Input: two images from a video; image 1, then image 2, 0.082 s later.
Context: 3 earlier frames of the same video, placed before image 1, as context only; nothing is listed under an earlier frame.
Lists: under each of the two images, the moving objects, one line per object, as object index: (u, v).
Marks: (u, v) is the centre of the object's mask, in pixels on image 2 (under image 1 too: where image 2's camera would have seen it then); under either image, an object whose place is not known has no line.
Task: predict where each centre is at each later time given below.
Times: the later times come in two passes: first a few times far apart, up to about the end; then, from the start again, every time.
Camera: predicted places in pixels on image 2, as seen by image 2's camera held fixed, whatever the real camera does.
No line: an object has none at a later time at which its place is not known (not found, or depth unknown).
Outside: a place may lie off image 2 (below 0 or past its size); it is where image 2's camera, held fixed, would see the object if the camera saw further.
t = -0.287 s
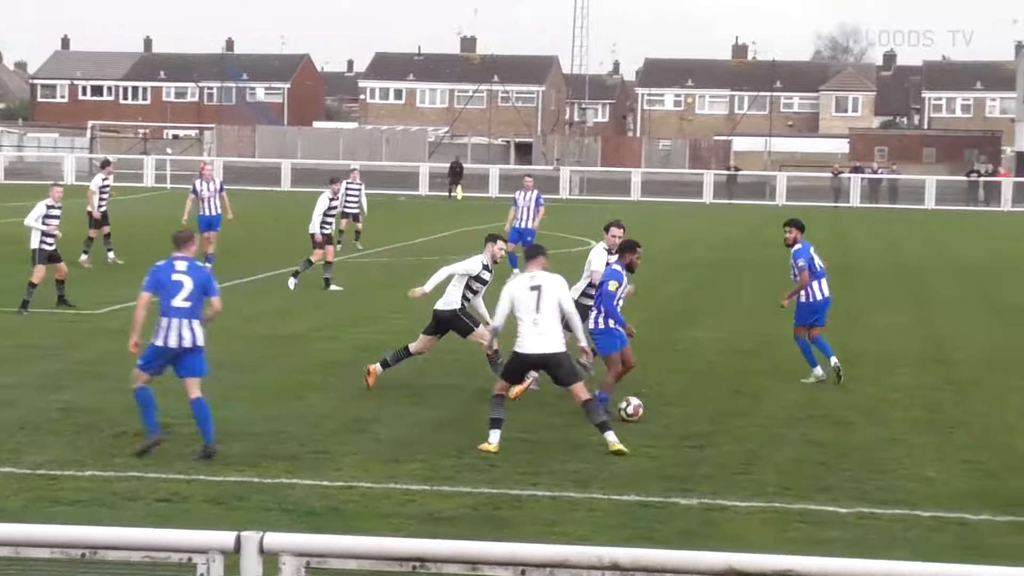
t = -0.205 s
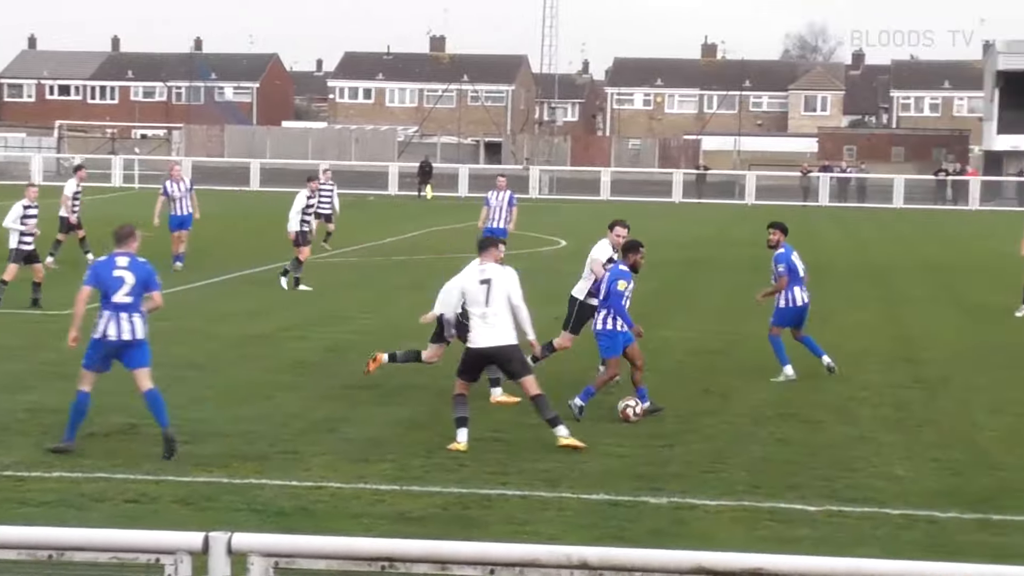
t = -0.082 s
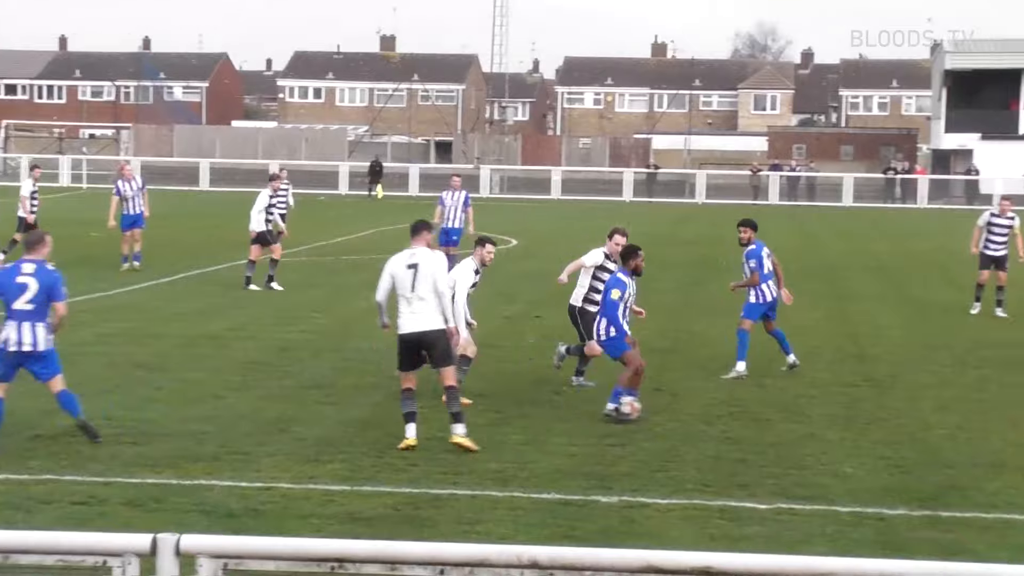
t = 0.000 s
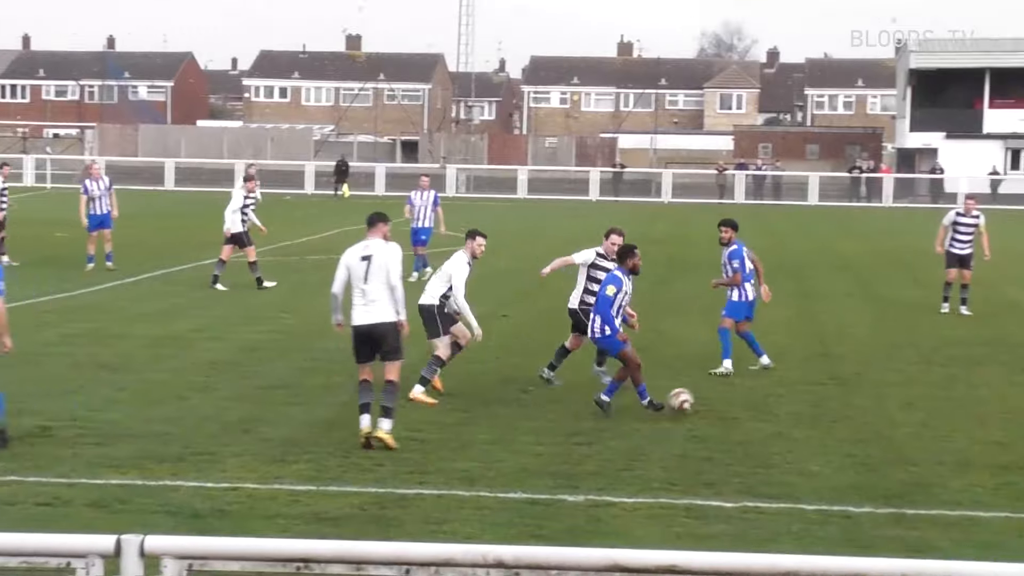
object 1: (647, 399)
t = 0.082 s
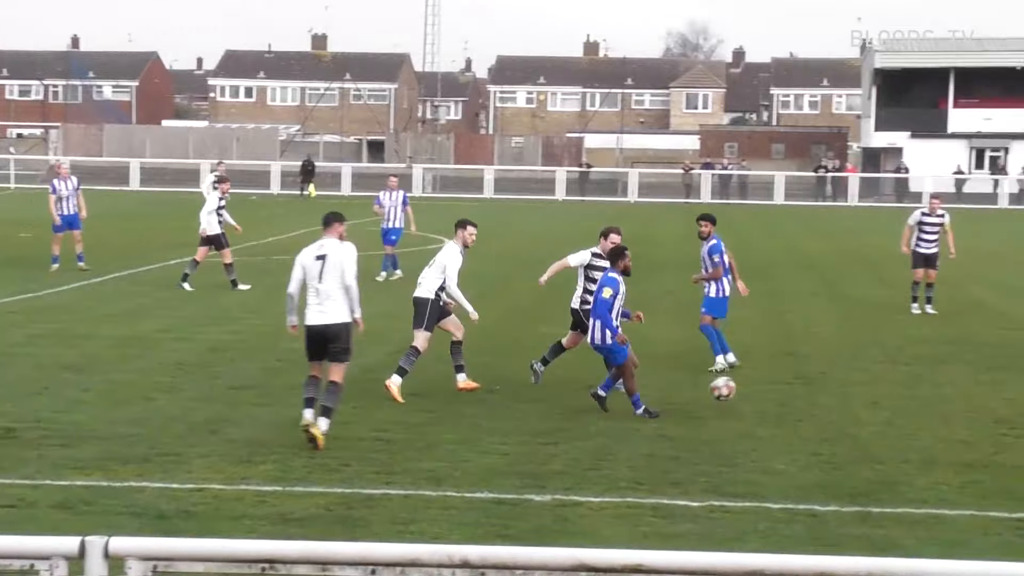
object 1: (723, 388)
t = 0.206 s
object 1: (832, 386)
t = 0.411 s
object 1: (985, 380)
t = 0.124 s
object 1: (760, 385)
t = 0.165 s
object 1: (796, 385)
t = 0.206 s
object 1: (832, 386)
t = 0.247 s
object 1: (868, 389)
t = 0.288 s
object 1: (901, 393)
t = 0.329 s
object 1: (932, 392)
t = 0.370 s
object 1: (958, 384)
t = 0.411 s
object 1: (985, 380)
